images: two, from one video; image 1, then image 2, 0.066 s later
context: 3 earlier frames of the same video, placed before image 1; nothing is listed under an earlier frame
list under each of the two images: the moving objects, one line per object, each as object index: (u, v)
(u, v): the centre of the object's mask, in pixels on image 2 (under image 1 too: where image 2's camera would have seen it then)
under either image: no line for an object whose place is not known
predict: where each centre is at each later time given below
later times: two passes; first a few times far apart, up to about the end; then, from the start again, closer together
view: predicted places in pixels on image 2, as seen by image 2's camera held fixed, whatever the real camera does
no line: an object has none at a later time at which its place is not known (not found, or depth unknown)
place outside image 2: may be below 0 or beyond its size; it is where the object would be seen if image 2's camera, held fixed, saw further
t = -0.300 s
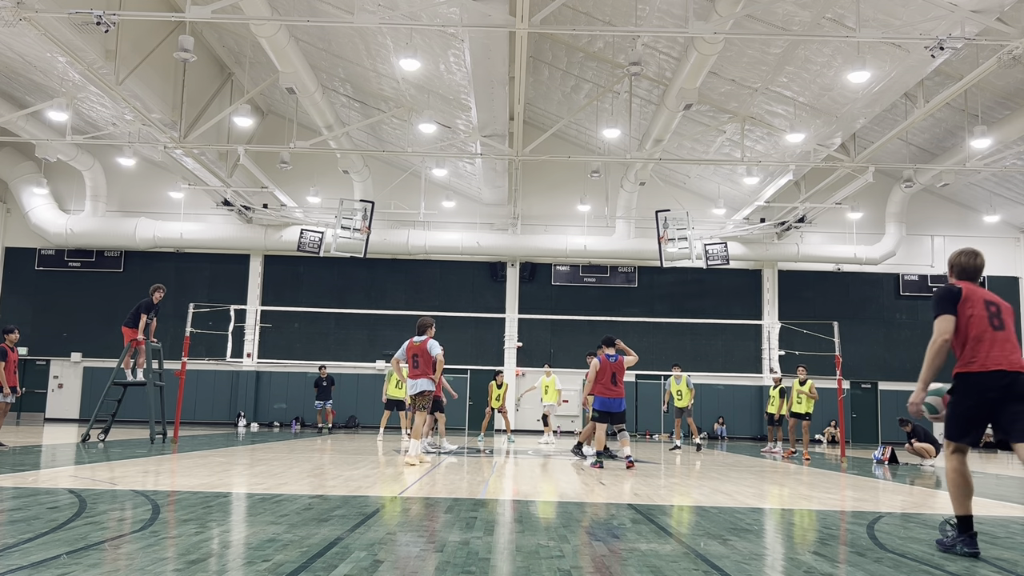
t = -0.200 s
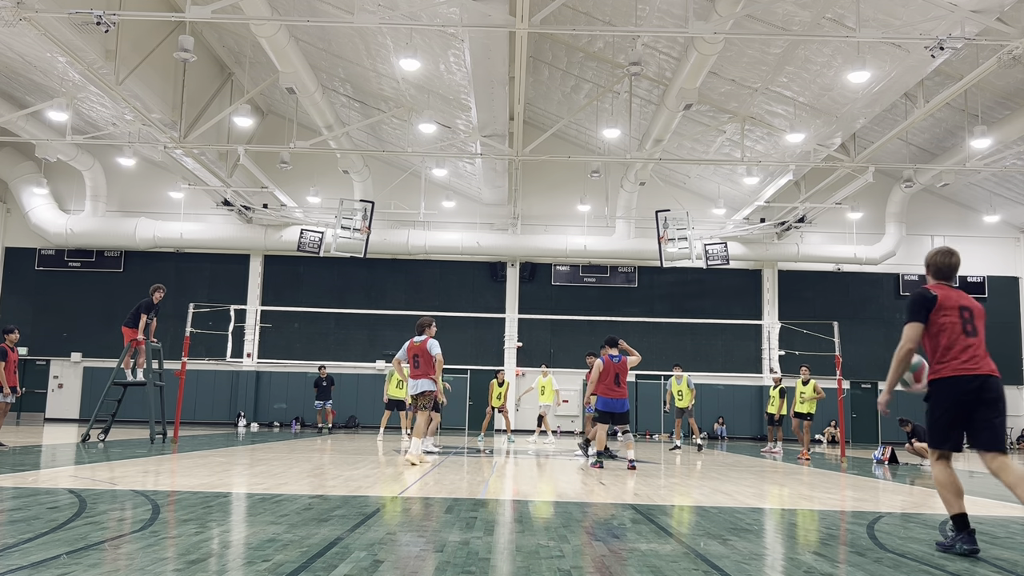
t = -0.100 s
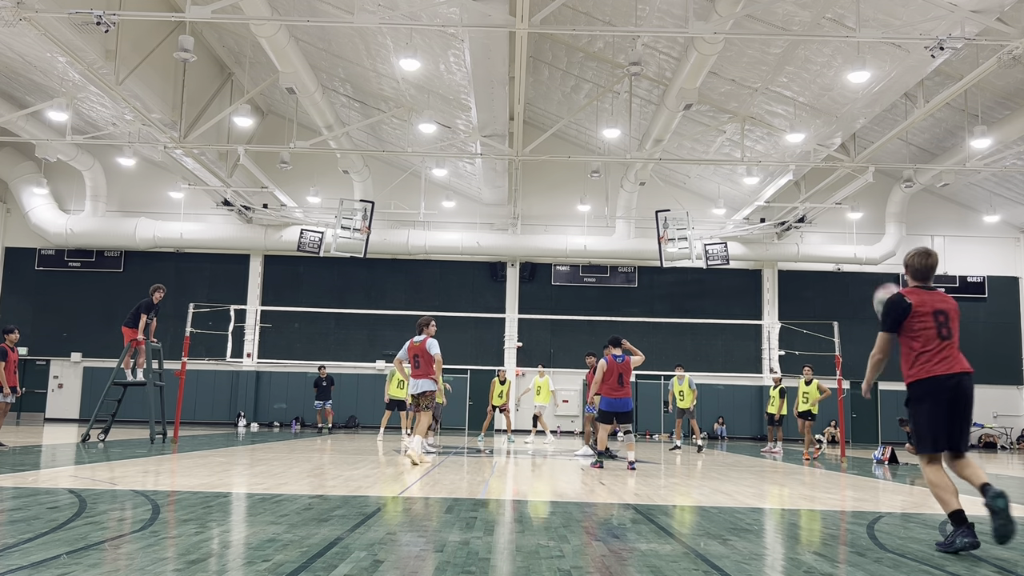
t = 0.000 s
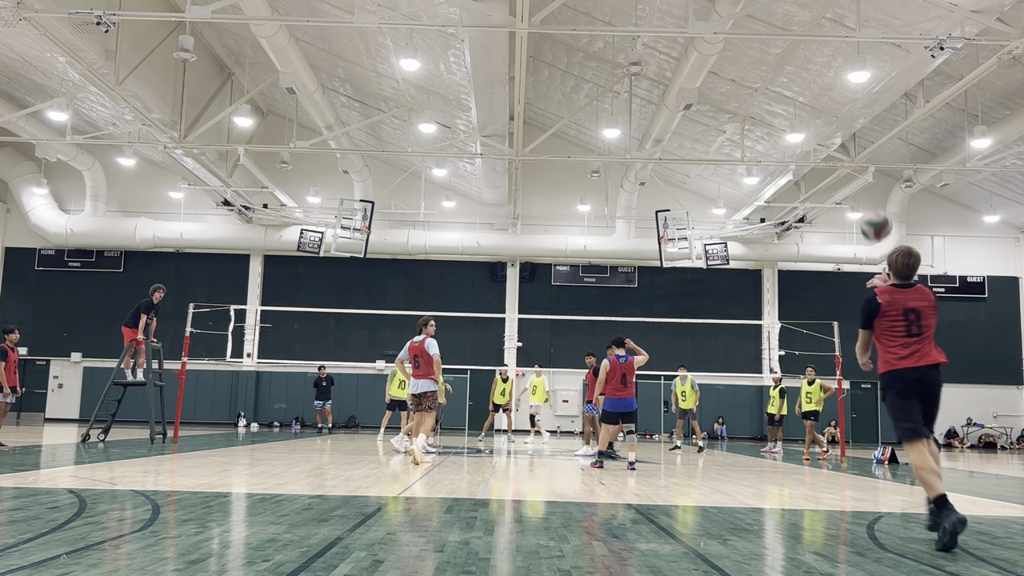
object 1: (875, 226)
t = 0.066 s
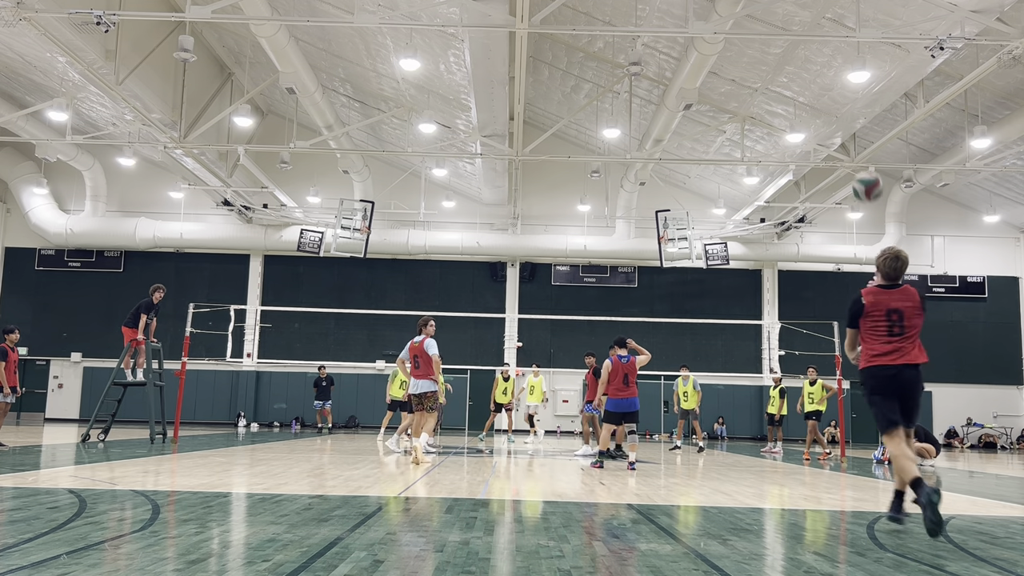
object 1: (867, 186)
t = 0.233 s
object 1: (848, 122)
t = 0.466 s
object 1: (825, 98)
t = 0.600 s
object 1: (813, 114)
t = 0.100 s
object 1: (863, 170)
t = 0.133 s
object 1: (859, 156)
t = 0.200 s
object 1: (852, 132)
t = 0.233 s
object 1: (848, 122)
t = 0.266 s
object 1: (844, 115)
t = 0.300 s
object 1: (841, 109)
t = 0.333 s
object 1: (838, 104)
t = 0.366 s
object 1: (834, 100)
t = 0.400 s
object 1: (831, 98)
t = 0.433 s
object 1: (828, 97)
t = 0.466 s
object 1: (825, 98)
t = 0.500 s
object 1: (822, 100)
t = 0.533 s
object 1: (819, 104)
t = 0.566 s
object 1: (816, 108)
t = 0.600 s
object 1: (813, 114)
